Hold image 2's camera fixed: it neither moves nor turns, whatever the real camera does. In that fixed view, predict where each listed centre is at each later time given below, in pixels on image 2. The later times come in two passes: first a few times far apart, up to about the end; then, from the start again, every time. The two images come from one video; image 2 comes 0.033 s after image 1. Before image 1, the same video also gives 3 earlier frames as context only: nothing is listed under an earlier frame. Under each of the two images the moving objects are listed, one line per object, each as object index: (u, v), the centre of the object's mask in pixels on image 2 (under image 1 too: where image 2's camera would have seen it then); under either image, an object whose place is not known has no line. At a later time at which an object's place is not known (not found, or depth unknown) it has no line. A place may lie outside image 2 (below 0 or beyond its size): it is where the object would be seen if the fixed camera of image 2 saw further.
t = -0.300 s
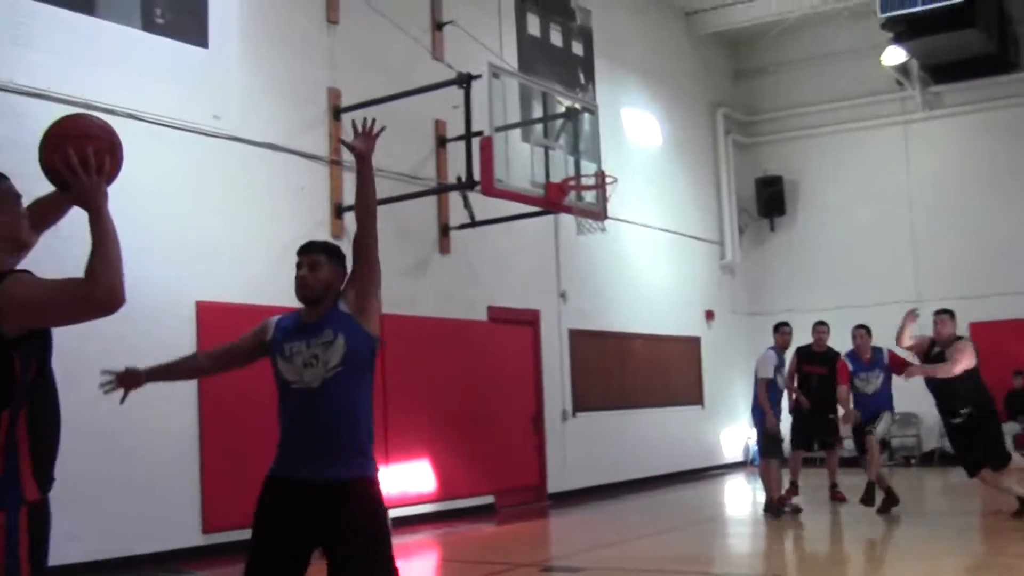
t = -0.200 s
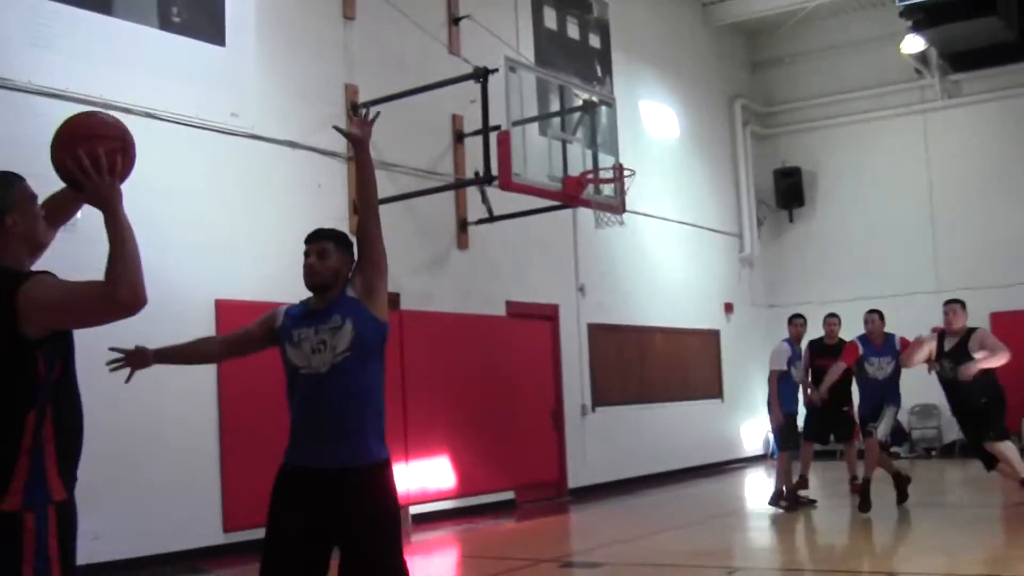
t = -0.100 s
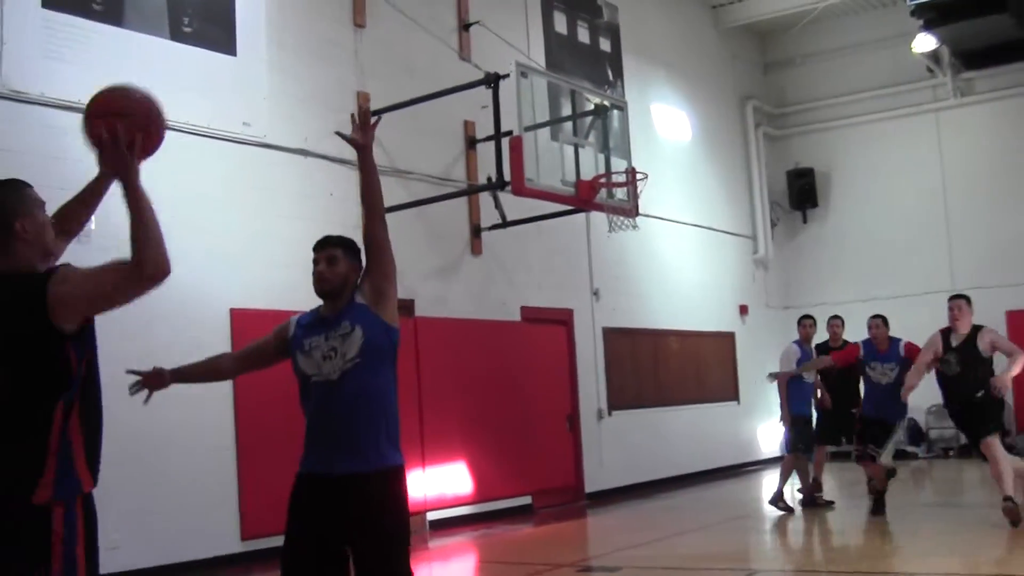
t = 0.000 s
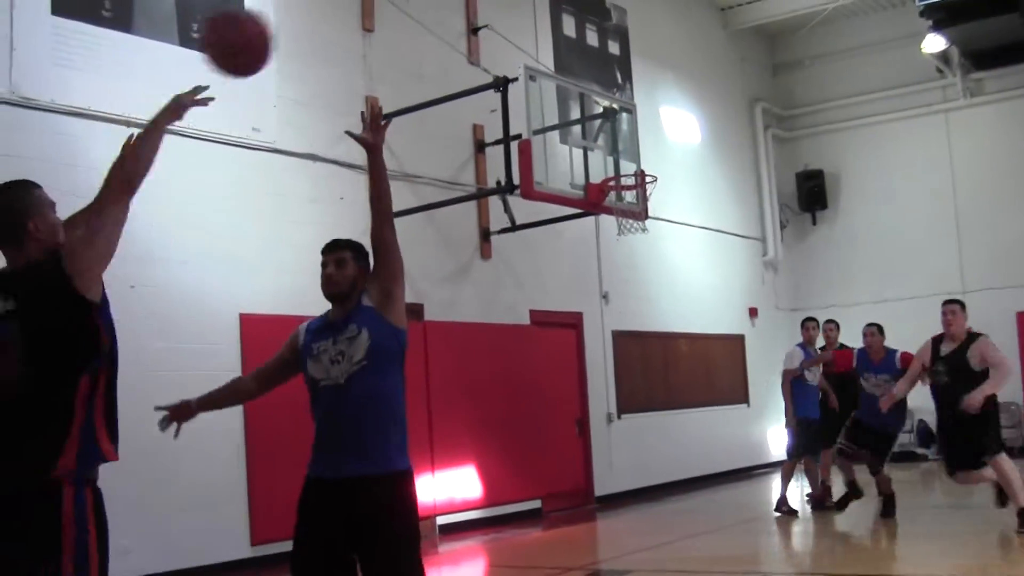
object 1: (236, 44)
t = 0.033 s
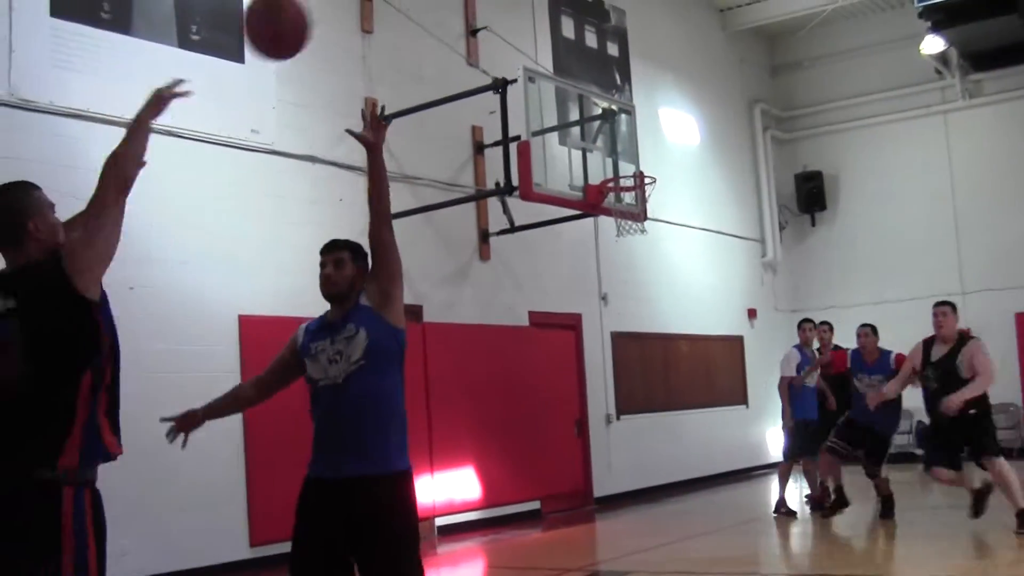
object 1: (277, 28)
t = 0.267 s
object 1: (485, 8)
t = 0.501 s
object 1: (623, 76)
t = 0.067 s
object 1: (313, 20)
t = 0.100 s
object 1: (349, 14)
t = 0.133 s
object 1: (379, 10)
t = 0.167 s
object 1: (408, 8)
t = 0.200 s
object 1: (436, 6)
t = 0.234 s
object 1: (461, 7)
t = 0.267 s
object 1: (485, 8)
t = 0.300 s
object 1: (508, 11)
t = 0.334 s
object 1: (529, 14)
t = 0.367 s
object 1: (549, 22)
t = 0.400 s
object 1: (569, 33)
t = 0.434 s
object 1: (587, 47)
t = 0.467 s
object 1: (605, 61)
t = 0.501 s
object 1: (623, 76)
